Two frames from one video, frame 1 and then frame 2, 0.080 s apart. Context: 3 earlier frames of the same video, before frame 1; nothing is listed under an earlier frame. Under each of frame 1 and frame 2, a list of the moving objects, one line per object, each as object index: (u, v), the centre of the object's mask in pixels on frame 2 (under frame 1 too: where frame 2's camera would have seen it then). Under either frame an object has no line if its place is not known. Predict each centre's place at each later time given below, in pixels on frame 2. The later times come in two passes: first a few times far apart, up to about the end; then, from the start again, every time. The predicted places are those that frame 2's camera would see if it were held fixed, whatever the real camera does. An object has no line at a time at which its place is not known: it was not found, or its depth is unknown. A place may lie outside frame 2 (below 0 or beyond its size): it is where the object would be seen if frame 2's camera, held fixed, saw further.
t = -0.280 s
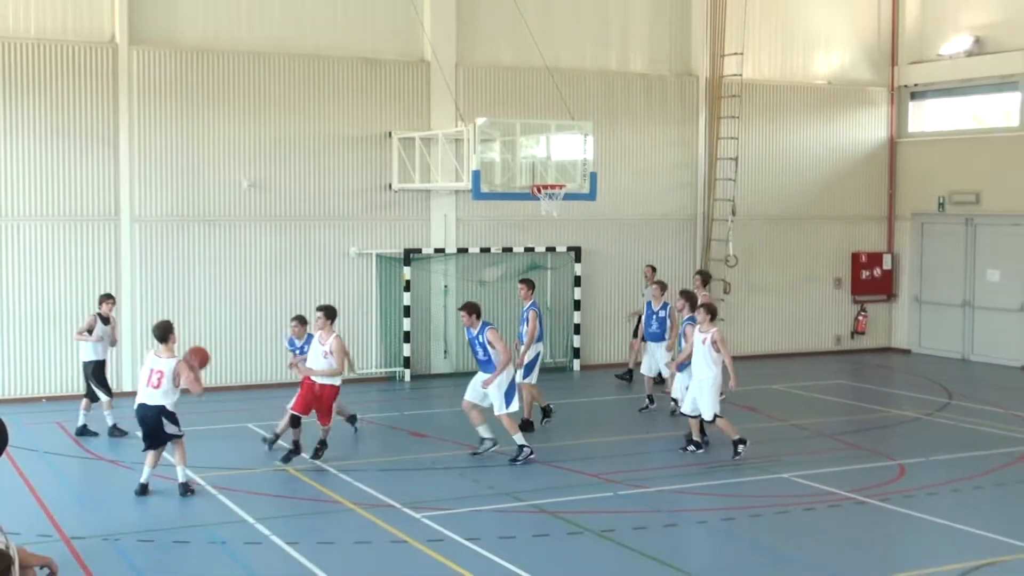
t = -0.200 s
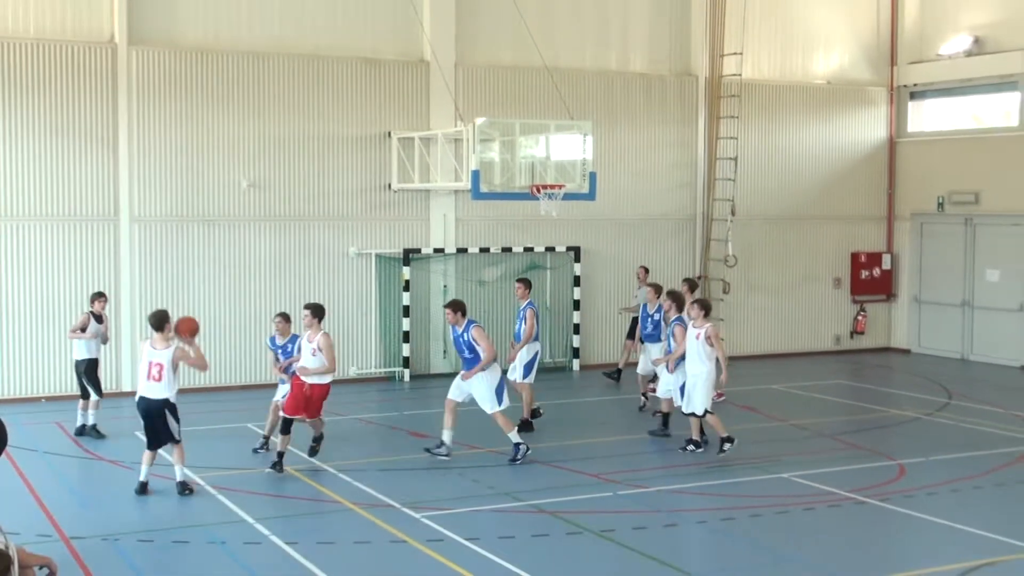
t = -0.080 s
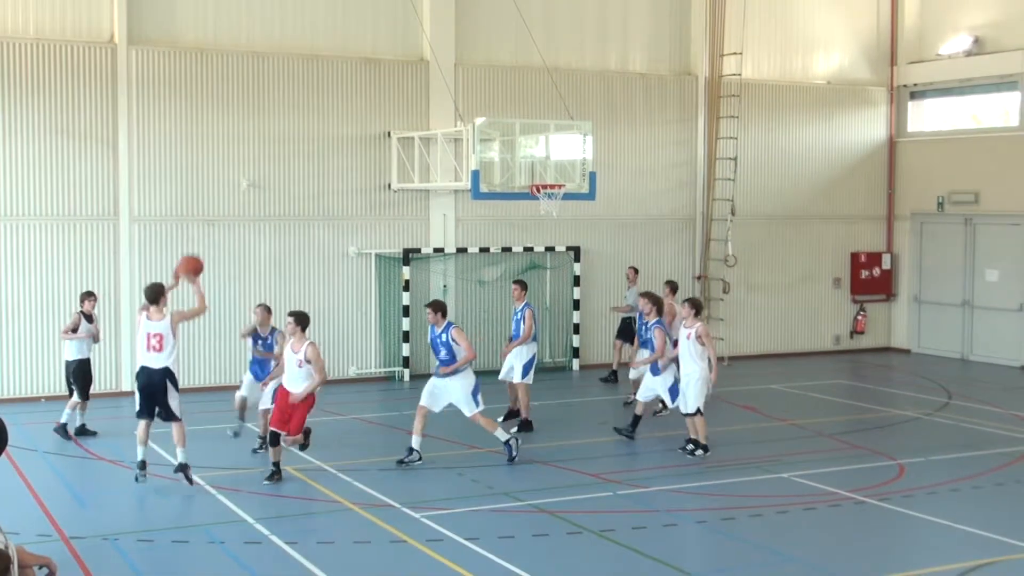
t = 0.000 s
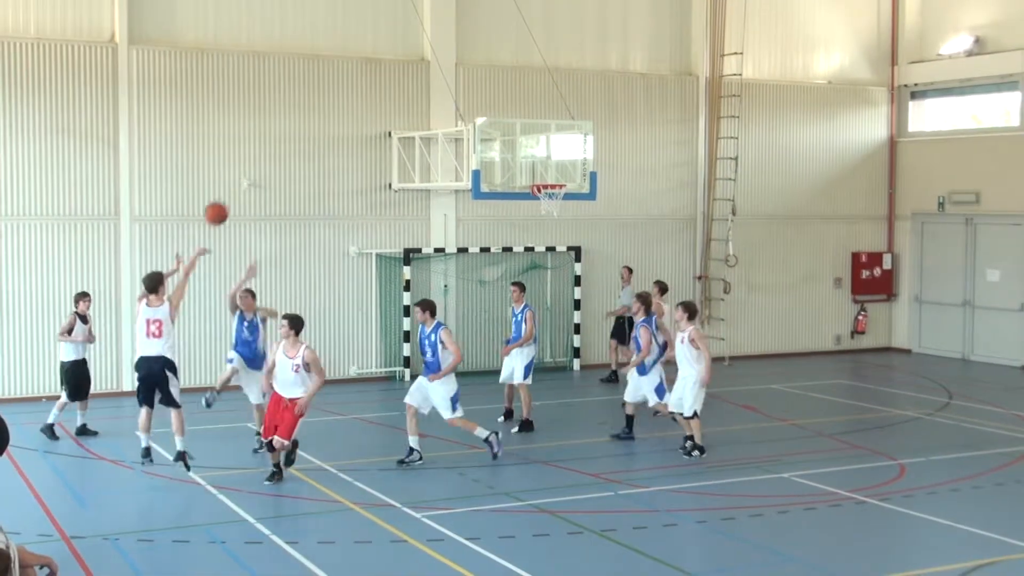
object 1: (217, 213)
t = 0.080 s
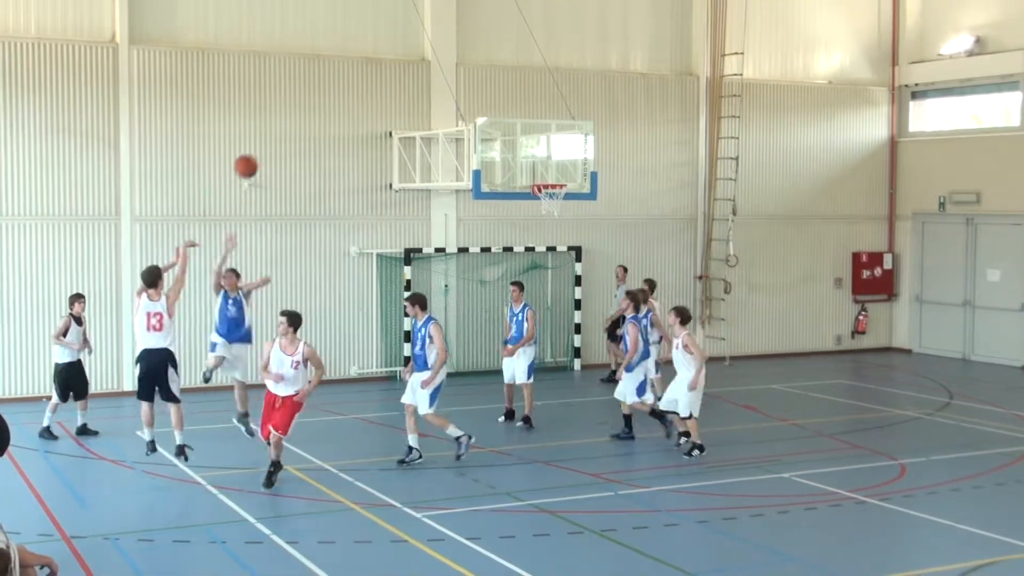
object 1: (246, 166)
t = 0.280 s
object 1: (313, 83)
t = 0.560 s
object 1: (394, 35)
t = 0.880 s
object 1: (473, 62)
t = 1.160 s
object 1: (531, 143)
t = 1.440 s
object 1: (567, 136)
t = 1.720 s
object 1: (596, 114)
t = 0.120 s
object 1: (260, 146)
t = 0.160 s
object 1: (274, 127)
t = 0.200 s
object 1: (287, 111)
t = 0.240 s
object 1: (300, 96)
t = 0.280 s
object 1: (313, 83)
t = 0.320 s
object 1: (325, 72)
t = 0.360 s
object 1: (337, 62)
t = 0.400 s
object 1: (349, 54)
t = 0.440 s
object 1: (361, 47)
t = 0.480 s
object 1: (372, 42)
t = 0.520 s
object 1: (383, 38)
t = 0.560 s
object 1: (394, 35)
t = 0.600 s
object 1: (404, 34)
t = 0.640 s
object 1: (414, 35)
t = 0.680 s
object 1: (425, 36)
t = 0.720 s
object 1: (435, 39)
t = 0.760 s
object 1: (444, 43)
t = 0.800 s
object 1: (454, 49)
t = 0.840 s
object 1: (463, 55)
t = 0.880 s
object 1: (473, 62)
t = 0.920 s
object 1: (482, 71)
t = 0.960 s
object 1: (490, 80)
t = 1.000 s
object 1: (499, 91)
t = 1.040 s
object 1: (507, 102)
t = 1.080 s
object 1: (516, 115)
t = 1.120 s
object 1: (523, 128)
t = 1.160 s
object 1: (531, 143)
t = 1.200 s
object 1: (539, 158)
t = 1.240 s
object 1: (547, 174)
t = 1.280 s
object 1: (551, 173)
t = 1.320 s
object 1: (555, 162)
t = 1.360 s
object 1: (559, 153)
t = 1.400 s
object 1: (563, 144)
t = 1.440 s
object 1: (567, 136)
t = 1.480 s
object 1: (571, 129)
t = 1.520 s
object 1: (575, 124)
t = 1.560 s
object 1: (579, 120)
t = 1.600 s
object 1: (583, 117)
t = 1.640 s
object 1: (588, 114)
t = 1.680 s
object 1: (592, 114)
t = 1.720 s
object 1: (596, 114)
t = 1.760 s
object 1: (601, 116)
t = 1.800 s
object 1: (605, 119)
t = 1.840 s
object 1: (610, 123)
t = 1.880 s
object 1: (614, 129)
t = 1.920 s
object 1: (619, 136)
